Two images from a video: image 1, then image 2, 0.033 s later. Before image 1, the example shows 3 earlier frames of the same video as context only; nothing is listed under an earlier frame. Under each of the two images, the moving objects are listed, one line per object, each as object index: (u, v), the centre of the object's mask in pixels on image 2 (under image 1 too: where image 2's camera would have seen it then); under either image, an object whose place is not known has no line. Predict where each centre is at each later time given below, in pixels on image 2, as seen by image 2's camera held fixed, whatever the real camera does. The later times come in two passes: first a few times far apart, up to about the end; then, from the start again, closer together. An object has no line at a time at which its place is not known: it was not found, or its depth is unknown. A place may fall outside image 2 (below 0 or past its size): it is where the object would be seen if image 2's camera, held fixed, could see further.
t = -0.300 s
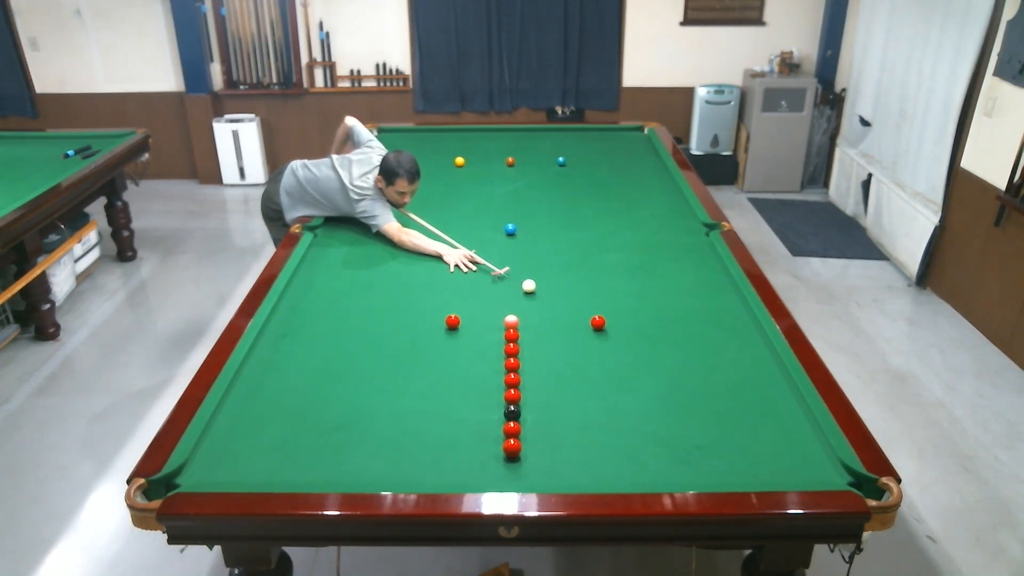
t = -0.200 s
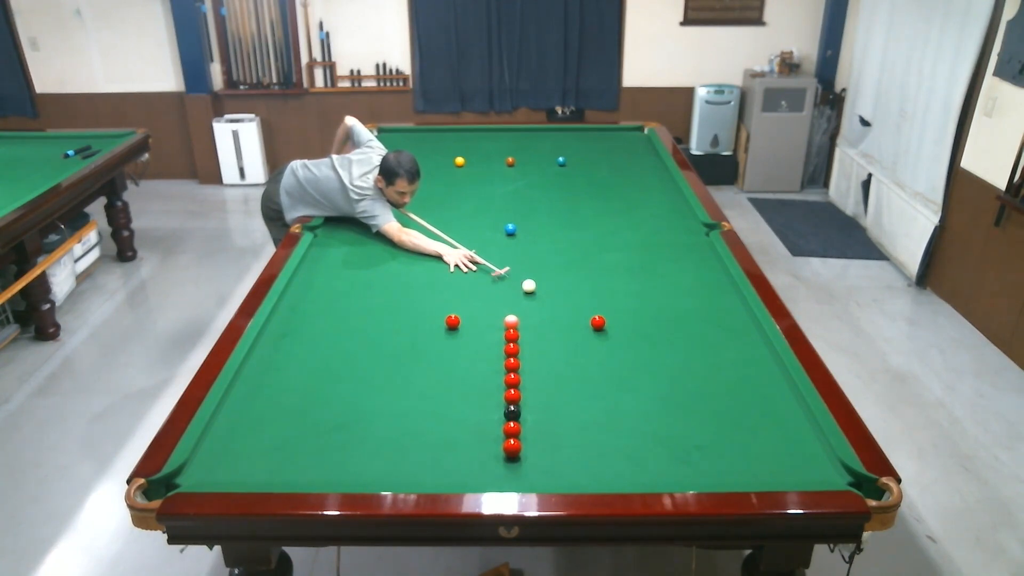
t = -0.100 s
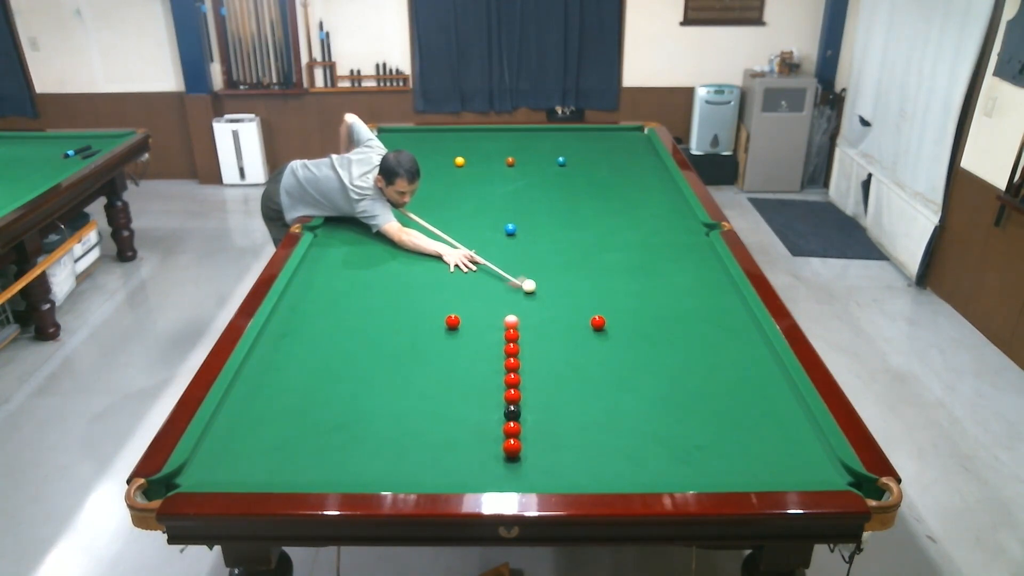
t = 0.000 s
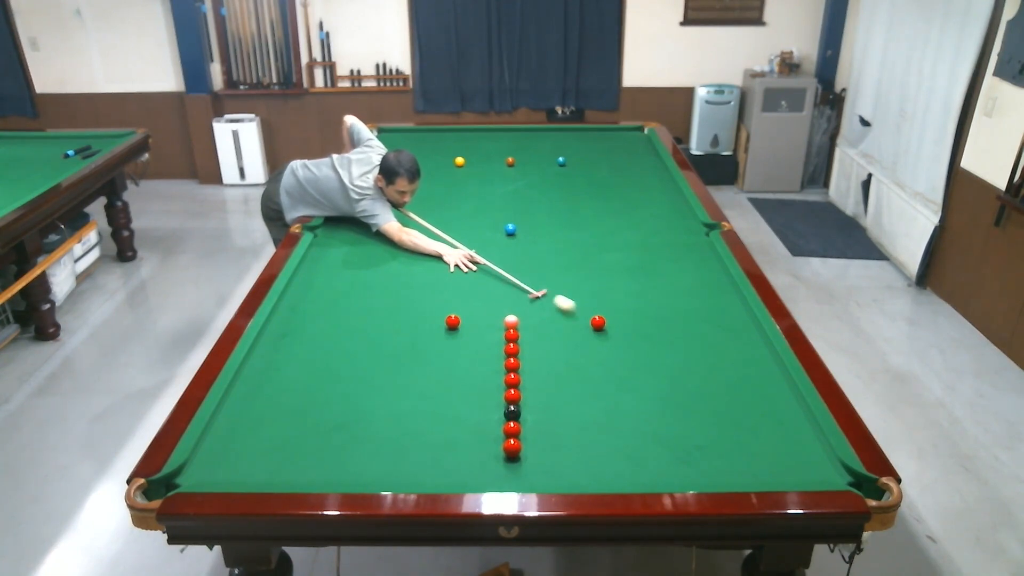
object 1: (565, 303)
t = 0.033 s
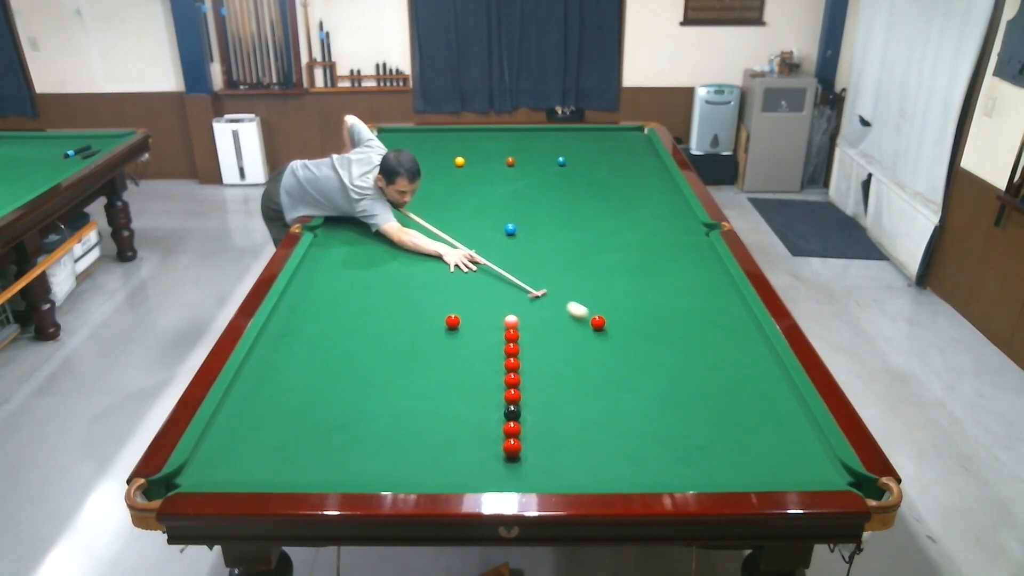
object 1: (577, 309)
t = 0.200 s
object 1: (590, 314)
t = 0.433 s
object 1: (588, 308)
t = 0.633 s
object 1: (586, 304)
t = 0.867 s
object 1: (584, 299)
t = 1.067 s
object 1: (583, 296)
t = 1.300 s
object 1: (582, 293)
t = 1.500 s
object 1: (581, 290)
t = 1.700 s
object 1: (580, 288)
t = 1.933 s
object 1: (580, 286)
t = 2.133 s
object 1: (580, 285)
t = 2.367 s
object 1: (580, 284)
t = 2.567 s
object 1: (580, 284)
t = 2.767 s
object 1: (580, 284)
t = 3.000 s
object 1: (580, 284)
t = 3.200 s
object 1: (580, 284)
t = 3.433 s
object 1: (580, 284)
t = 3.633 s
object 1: (580, 284)
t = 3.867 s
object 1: (580, 283)
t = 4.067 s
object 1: (580, 284)
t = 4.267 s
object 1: (580, 284)
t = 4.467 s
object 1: (580, 284)
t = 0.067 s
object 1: (587, 315)
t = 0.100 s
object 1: (590, 316)
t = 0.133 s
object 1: (591, 315)
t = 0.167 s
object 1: (590, 315)
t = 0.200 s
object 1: (590, 314)
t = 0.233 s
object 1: (590, 313)
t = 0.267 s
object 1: (589, 312)
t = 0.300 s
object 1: (589, 311)
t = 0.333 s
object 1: (589, 310)
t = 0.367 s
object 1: (588, 310)
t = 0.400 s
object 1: (588, 309)
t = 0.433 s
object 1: (588, 308)
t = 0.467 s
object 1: (587, 307)
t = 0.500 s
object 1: (587, 306)
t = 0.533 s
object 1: (587, 306)
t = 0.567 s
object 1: (587, 305)
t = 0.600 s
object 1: (586, 304)
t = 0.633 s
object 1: (586, 304)
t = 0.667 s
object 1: (586, 303)
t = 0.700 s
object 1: (586, 302)
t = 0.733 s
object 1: (585, 302)
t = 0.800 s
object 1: (585, 300)
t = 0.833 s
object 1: (585, 300)
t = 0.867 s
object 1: (584, 299)
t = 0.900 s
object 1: (584, 299)
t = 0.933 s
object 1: (584, 298)
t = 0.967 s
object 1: (584, 298)
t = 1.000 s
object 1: (584, 297)
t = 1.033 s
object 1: (584, 297)
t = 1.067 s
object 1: (583, 296)
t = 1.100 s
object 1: (583, 295)
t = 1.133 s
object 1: (583, 295)
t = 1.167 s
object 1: (583, 294)
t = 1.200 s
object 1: (583, 294)
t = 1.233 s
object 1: (582, 293)
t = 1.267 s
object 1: (582, 293)
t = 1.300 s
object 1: (582, 293)
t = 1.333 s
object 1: (582, 292)
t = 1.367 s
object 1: (582, 292)
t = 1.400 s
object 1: (581, 291)
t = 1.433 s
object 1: (581, 291)
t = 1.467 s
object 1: (581, 291)
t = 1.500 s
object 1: (581, 290)
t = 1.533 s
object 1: (581, 290)
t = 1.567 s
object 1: (581, 290)
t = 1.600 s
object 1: (580, 289)
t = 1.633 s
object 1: (580, 289)
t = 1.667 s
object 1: (580, 288)
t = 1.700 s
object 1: (580, 288)
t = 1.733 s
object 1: (580, 288)
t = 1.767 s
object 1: (580, 288)
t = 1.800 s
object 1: (580, 287)
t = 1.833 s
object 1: (580, 287)
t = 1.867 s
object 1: (580, 287)
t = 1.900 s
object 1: (580, 287)
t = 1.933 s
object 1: (580, 286)
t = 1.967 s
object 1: (580, 286)
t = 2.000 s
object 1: (580, 286)
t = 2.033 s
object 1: (580, 286)
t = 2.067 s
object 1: (580, 285)
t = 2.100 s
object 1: (580, 285)
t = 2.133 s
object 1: (580, 285)
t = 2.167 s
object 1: (580, 285)
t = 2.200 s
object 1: (580, 285)
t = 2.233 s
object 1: (580, 285)
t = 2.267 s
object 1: (580, 284)
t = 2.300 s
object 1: (580, 284)
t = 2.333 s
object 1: (580, 284)
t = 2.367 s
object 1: (580, 284)
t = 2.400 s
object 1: (580, 284)
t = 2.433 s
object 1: (580, 284)
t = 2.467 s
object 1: (580, 284)
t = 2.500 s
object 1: (580, 284)
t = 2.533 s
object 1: (580, 284)
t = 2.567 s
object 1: (580, 284)
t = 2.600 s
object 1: (580, 284)
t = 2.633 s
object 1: (580, 284)
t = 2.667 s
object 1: (580, 283)
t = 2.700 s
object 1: (580, 284)
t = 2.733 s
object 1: (580, 283)
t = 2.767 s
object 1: (580, 284)
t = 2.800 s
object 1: (580, 284)
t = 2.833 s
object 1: (580, 284)
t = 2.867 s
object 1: (580, 284)
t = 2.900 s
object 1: (580, 283)
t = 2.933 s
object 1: (580, 284)
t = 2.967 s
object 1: (580, 284)
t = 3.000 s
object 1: (580, 284)
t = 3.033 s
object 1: (580, 284)
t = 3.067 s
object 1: (580, 284)
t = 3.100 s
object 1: (580, 284)
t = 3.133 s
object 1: (580, 284)
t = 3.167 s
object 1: (580, 284)
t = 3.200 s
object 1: (580, 284)
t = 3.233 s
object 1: (580, 284)
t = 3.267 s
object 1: (580, 284)
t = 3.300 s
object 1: (580, 283)
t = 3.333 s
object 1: (580, 284)
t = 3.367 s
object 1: (580, 284)
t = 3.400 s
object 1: (580, 284)
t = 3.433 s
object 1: (580, 284)
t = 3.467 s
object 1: (580, 284)
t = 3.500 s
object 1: (580, 284)
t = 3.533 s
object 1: (580, 284)
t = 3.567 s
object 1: (580, 283)
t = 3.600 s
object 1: (580, 284)
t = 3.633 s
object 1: (580, 284)
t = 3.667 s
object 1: (580, 284)
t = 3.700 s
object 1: (580, 284)
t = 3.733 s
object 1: (580, 284)
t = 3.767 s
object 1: (580, 284)
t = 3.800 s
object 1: (580, 283)
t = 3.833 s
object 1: (580, 284)
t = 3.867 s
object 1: (580, 283)
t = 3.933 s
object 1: (580, 284)
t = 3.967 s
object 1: (580, 284)
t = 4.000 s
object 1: (580, 284)
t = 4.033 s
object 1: (580, 284)
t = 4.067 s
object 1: (580, 284)
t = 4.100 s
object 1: (580, 283)
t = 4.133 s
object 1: (580, 284)
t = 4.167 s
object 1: (580, 284)
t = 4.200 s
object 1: (580, 284)
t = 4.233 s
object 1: (580, 284)
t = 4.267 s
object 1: (580, 284)
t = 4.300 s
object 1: (580, 284)
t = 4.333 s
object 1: (580, 283)
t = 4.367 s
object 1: (580, 283)
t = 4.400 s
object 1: (580, 284)
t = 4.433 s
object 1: (580, 284)
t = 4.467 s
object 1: (580, 284)
